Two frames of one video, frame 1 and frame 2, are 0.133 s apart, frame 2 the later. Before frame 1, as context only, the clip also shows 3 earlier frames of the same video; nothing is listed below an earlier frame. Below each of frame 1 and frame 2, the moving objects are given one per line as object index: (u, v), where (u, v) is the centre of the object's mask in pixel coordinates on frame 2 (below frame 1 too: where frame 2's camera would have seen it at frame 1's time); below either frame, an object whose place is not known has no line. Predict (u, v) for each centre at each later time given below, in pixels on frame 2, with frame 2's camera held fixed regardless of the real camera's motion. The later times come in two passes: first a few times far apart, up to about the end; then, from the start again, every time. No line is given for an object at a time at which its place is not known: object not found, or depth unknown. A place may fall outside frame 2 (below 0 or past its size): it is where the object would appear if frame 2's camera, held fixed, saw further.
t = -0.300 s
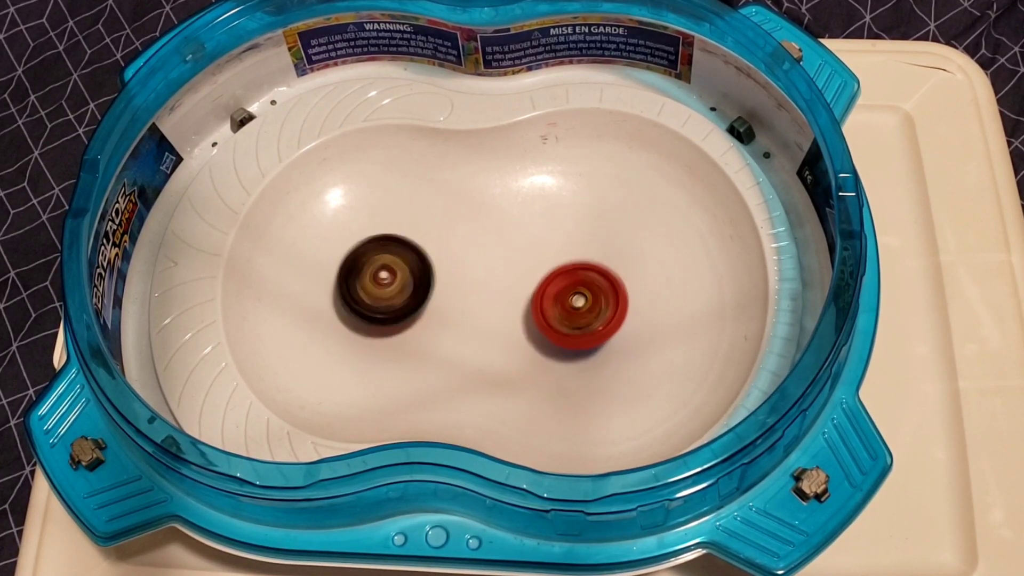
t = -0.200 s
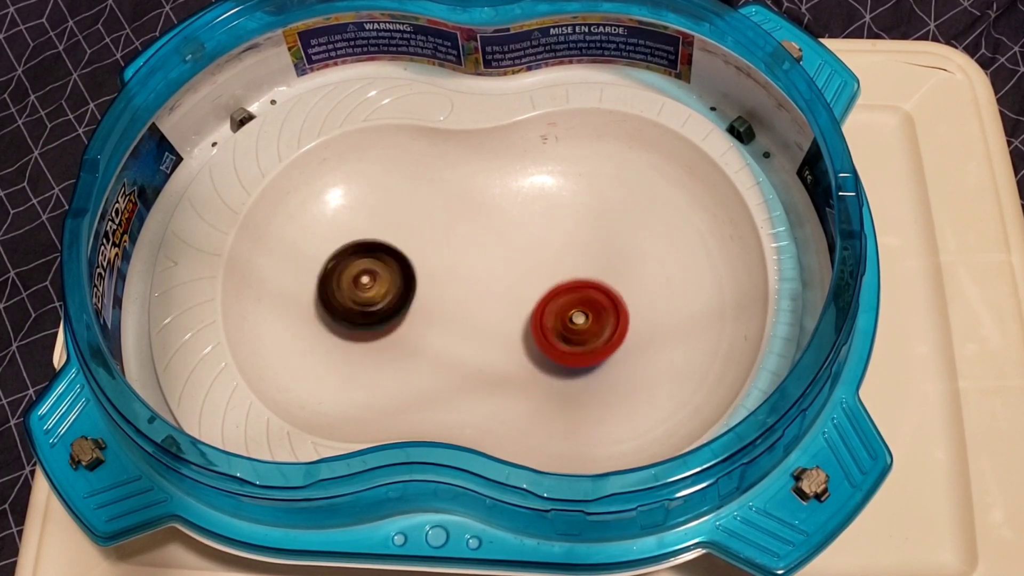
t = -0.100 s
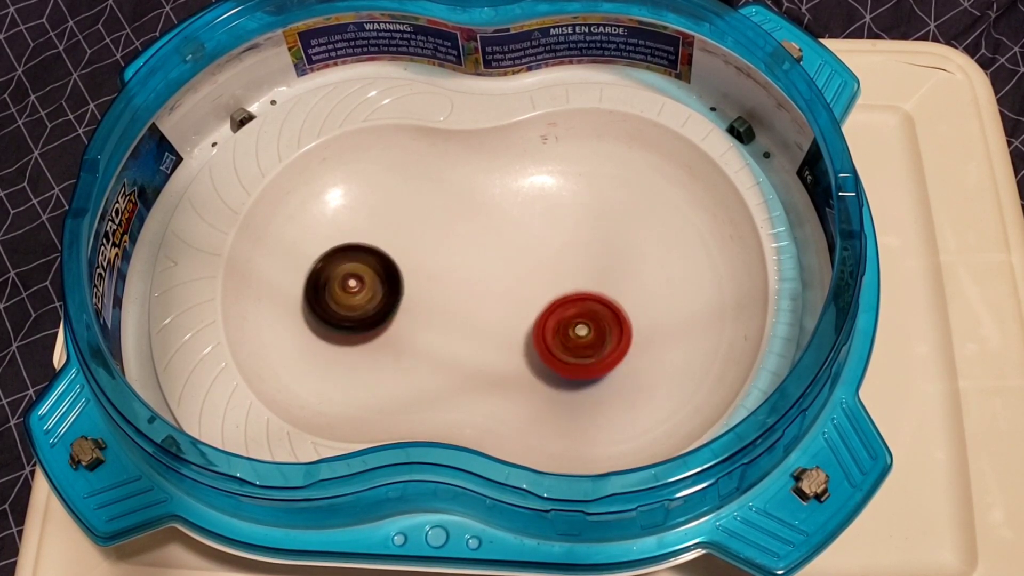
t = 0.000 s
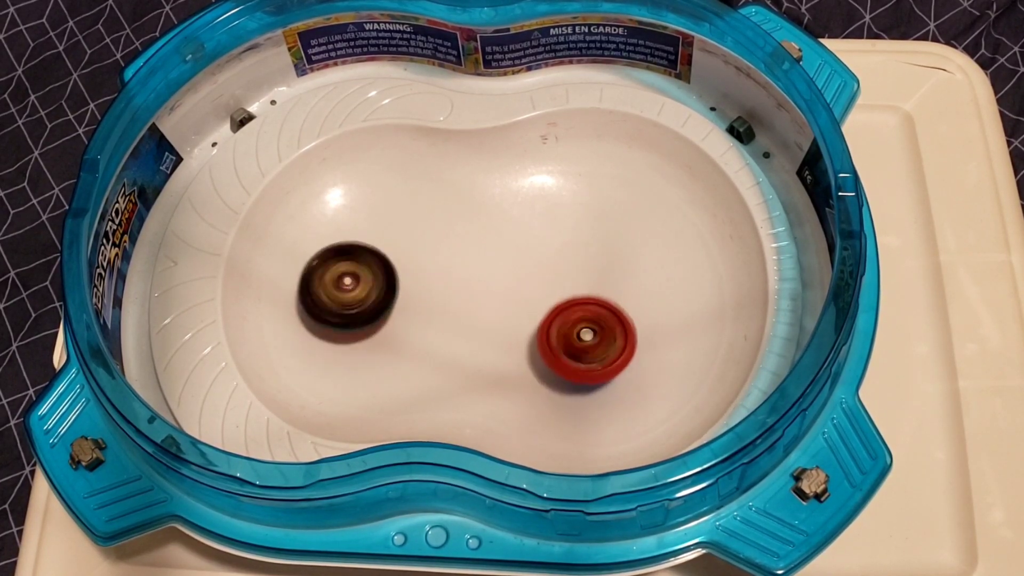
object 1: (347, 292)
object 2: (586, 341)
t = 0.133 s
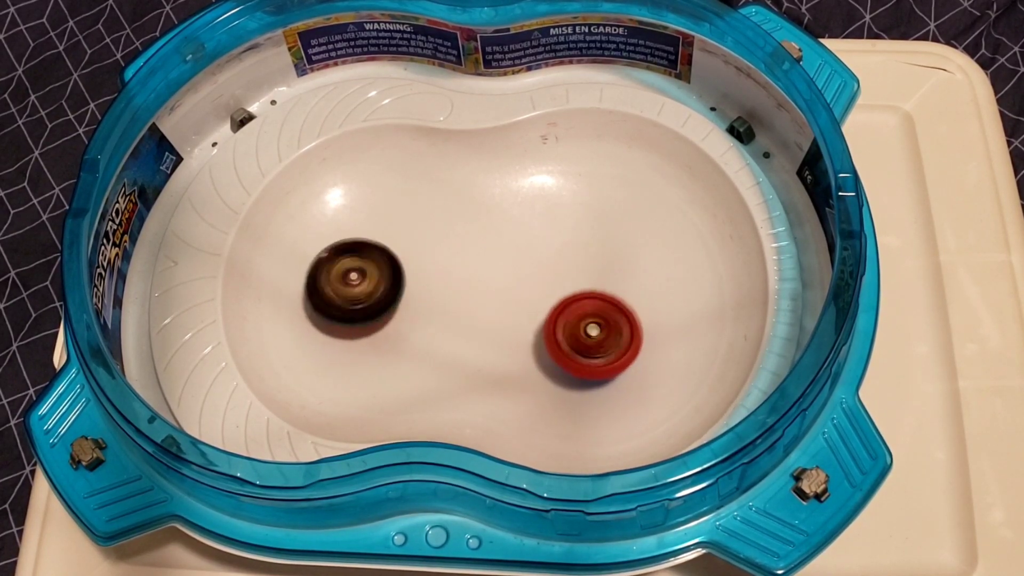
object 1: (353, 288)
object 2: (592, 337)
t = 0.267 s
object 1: (372, 288)
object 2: (595, 315)
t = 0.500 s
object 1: (422, 280)
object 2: (592, 264)
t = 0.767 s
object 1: (475, 262)
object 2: (615, 238)
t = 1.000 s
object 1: (460, 277)
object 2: (657, 207)
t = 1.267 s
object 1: (463, 307)
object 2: (597, 277)
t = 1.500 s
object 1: (419, 313)
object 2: (609, 377)
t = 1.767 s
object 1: (365, 315)
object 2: (632, 360)
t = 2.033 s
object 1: (350, 296)
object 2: (560, 269)
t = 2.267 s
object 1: (376, 271)
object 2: (476, 206)
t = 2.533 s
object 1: (371, 276)
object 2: (437, 200)
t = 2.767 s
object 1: (349, 322)
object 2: (478, 278)
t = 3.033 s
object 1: (370, 330)
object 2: (598, 400)
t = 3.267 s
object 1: (423, 279)
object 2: (682, 336)
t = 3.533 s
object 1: (505, 197)
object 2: (592, 239)
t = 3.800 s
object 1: (544, 165)
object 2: (584, 268)
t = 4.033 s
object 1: (595, 250)
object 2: (594, 341)
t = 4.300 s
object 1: (648, 313)
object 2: (576, 388)
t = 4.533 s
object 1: (653, 307)
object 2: (542, 344)
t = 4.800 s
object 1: (620, 259)
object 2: (493, 227)
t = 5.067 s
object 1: (565, 253)
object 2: (428, 177)
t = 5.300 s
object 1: (540, 302)
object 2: (382, 259)
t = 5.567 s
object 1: (563, 331)
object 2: (338, 355)
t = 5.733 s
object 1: (598, 307)
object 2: (350, 359)
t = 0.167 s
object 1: (357, 288)
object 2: (593, 331)
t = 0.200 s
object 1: (361, 288)
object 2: (592, 327)
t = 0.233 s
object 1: (366, 287)
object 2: (593, 322)
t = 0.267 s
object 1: (372, 288)
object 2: (595, 315)
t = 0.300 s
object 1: (378, 288)
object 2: (595, 308)
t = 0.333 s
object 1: (384, 288)
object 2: (595, 301)
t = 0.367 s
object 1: (391, 287)
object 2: (595, 294)
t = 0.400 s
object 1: (398, 286)
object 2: (594, 285)
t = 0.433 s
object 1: (405, 285)
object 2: (593, 277)
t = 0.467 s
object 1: (413, 283)
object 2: (592, 271)
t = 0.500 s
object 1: (422, 280)
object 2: (592, 264)
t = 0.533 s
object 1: (431, 278)
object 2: (591, 258)
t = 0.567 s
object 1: (440, 275)
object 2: (589, 253)
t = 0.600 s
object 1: (449, 271)
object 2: (588, 249)
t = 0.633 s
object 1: (461, 267)
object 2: (587, 245)
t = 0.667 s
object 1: (471, 264)
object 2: (586, 242)
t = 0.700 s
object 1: (483, 260)
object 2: (584, 241)
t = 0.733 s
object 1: (482, 260)
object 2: (597, 241)
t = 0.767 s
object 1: (475, 262)
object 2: (615, 238)
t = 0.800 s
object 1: (473, 262)
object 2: (627, 232)
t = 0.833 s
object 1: (470, 263)
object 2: (638, 227)
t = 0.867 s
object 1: (467, 266)
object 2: (649, 220)
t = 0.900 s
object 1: (465, 267)
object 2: (655, 214)
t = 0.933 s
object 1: (463, 270)
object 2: (658, 212)
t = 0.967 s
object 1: (462, 274)
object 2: (659, 210)
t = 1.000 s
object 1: (460, 277)
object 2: (657, 207)
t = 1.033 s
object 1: (459, 281)
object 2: (653, 207)
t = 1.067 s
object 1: (459, 285)
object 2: (651, 210)
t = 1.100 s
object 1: (458, 289)
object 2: (645, 215)
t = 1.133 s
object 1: (459, 293)
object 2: (636, 223)
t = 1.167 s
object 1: (459, 297)
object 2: (627, 236)
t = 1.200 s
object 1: (460, 300)
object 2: (618, 247)
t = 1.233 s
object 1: (461, 304)
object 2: (607, 261)
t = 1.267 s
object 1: (463, 307)
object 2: (597, 277)
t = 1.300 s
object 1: (465, 309)
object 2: (587, 293)
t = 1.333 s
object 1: (468, 311)
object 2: (577, 309)
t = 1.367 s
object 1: (464, 312)
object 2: (574, 327)
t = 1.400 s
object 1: (448, 312)
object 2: (585, 344)
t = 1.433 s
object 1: (437, 314)
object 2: (591, 358)
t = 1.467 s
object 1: (428, 313)
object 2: (599, 369)
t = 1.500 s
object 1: (419, 313)
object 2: (609, 377)
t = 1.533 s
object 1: (411, 313)
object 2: (616, 381)
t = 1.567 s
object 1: (403, 313)
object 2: (621, 384)
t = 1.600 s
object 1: (395, 314)
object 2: (627, 384)
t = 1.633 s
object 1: (388, 314)
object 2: (631, 381)
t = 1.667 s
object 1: (382, 314)
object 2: (633, 379)
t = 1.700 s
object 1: (376, 315)
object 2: (635, 374)
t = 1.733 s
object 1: (370, 315)
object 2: (635, 367)
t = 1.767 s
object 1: (365, 315)
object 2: (632, 360)
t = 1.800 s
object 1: (360, 315)
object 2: (628, 348)
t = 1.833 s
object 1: (356, 313)
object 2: (620, 337)
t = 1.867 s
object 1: (353, 312)
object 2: (612, 326)
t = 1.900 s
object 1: (351, 309)
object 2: (603, 314)
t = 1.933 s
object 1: (349, 307)
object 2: (591, 302)
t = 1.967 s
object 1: (348, 303)
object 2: (582, 291)
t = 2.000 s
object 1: (349, 299)
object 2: (572, 279)
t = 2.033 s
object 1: (350, 296)
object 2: (560, 269)
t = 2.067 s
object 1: (352, 292)
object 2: (550, 259)
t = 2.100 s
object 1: (354, 288)
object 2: (540, 247)
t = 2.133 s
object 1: (358, 284)
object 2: (528, 237)
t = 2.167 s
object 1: (362, 280)
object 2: (516, 228)
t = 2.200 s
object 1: (367, 277)
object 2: (503, 218)
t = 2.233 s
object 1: (372, 274)
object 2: (489, 211)
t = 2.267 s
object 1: (376, 271)
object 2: (476, 206)
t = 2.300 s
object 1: (382, 267)
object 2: (462, 201)
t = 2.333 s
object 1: (381, 268)
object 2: (458, 197)
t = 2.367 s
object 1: (376, 270)
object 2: (457, 192)
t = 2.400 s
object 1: (377, 271)
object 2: (451, 191)
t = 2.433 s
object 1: (374, 272)
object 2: (448, 189)
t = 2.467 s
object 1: (373, 273)
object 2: (444, 190)
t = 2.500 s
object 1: (373, 274)
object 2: (441, 195)
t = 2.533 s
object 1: (371, 276)
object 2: (437, 200)
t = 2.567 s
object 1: (368, 284)
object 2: (441, 206)
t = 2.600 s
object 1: (364, 293)
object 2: (445, 217)
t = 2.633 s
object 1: (360, 299)
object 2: (448, 223)
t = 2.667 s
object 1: (356, 307)
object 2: (453, 236)
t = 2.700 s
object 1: (354, 312)
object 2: (459, 249)
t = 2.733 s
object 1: (352, 318)
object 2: (468, 263)
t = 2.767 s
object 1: (349, 322)
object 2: (478, 278)
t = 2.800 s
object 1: (350, 327)
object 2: (488, 296)
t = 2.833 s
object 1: (349, 329)
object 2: (500, 311)
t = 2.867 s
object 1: (352, 332)
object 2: (512, 329)
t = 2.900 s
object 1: (353, 334)
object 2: (528, 344)
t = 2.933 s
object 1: (357, 334)
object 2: (544, 361)
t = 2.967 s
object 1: (361, 332)
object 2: (562, 379)
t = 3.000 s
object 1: (365, 332)
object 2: (578, 391)
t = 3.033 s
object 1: (370, 330)
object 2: (598, 400)
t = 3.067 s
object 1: (375, 326)
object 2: (617, 403)
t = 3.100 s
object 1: (382, 321)
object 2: (636, 402)
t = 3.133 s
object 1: (388, 315)
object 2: (655, 394)
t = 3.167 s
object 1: (396, 307)
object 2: (667, 385)
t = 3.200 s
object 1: (404, 299)
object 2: (678, 370)
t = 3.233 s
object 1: (413, 289)
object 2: (681, 354)
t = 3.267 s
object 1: (423, 279)
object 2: (682, 336)
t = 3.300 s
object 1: (432, 269)
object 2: (675, 320)
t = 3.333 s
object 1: (443, 258)
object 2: (667, 305)
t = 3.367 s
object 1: (453, 248)
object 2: (653, 290)
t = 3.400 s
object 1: (466, 237)
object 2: (639, 277)
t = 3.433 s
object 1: (479, 228)
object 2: (624, 263)
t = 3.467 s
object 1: (493, 219)
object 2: (608, 250)
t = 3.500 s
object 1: (504, 210)
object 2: (596, 241)
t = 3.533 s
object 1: (505, 197)
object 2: (592, 239)
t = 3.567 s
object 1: (505, 188)
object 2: (589, 237)
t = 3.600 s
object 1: (507, 180)
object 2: (584, 236)
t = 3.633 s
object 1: (510, 173)
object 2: (585, 235)
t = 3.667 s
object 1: (514, 169)
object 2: (582, 238)
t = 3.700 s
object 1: (525, 160)
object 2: (580, 240)
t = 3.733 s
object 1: (532, 159)
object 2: (581, 247)
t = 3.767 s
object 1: (538, 161)
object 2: (582, 258)
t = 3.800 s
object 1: (544, 165)
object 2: (584, 268)
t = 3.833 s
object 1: (553, 171)
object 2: (588, 278)
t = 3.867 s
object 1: (557, 180)
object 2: (590, 290)
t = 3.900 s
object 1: (564, 192)
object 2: (592, 300)
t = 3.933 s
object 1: (570, 204)
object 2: (593, 311)
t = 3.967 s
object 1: (578, 217)
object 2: (593, 321)
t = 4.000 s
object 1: (586, 234)
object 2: (594, 331)
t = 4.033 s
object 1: (595, 250)
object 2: (594, 341)
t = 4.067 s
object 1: (601, 259)
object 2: (592, 356)
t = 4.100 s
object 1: (608, 268)
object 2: (589, 366)
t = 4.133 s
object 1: (616, 279)
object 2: (590, 374)
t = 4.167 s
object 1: (624, 288)
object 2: (588, 381)
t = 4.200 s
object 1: (631, 298)
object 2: (587, 384)
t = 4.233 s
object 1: (638, 306)
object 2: (584, 387)
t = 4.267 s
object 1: (643, 309)
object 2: (579, 389)
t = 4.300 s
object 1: (648, 313)
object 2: (576, 388)
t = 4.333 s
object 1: (654, 316)
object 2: (573, 385)
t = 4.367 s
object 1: (655, 318)
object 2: (570, 382)
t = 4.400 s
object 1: (656, 322)
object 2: (565, 376)
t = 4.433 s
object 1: (656, 323)
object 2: (563, 369)
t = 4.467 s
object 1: (656, 321)
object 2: (557, 361)
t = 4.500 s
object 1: (656, 312)
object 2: (546, 352)
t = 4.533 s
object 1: (653, 307)
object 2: (542, 344)
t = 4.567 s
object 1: (650, 302)
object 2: (539, 332)
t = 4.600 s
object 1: (645, 296)
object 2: (536, 320)
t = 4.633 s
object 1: (640, 291)
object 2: (534, 305)
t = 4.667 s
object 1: (630, 286)
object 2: (532, 291)
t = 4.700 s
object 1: (629, 277)
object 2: (522, 274)
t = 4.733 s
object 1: (630, 268)
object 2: (509, 258)
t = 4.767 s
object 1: (625, 261)
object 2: (499, 242)
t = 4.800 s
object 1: (620, 259)
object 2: (493, 227)
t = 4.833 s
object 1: (615, 257)
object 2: (485, 215)
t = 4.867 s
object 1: (608, 252)
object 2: (476, 202)
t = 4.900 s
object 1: (601, 248)
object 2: (468, 192)
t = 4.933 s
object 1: (594, 249)
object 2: (458, 184)
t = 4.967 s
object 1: (586, 249)
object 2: (451, 178)
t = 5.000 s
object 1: (579, 248)
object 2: (443, 175)
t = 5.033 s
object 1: (571, 251)
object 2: (436, 174)
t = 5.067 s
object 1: (565, 253)
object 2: (428, 177)
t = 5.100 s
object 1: (560, 256)
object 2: (419, 183)
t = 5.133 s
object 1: (553, 261)
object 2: (412, 191)
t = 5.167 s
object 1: (549, 270)
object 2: (406, 201)
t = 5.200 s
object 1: (546, 277)
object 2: (399, 214)
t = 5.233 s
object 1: (542, 285)
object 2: (393, 228)
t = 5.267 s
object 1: (540, 295)
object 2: (387, 244)
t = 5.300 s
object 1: (540, 302)
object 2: (382, 259)
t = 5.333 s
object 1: (540, 311)
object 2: (375, 275)
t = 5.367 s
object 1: (541, 317)
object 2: (369, 289)
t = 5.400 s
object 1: (542, 323)
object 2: (362, 304)
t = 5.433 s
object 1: (545, 328)
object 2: (356, 316)
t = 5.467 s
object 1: (548, 331)
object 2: (350, 329)
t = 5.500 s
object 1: (551, 332)
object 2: (344, 340)
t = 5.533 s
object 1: (557, 333)
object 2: (341, 348)
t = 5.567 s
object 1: (563, 331)
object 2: (338, 355)
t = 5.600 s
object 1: (570, 328)
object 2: (336, 359)
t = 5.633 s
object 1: (577, 325)
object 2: (338, 360)
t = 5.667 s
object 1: (584, 320)
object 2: (341, 360)
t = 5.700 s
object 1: (592, 314)
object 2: (347, 361)
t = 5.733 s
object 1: (598, 307)
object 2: (350, 359)
